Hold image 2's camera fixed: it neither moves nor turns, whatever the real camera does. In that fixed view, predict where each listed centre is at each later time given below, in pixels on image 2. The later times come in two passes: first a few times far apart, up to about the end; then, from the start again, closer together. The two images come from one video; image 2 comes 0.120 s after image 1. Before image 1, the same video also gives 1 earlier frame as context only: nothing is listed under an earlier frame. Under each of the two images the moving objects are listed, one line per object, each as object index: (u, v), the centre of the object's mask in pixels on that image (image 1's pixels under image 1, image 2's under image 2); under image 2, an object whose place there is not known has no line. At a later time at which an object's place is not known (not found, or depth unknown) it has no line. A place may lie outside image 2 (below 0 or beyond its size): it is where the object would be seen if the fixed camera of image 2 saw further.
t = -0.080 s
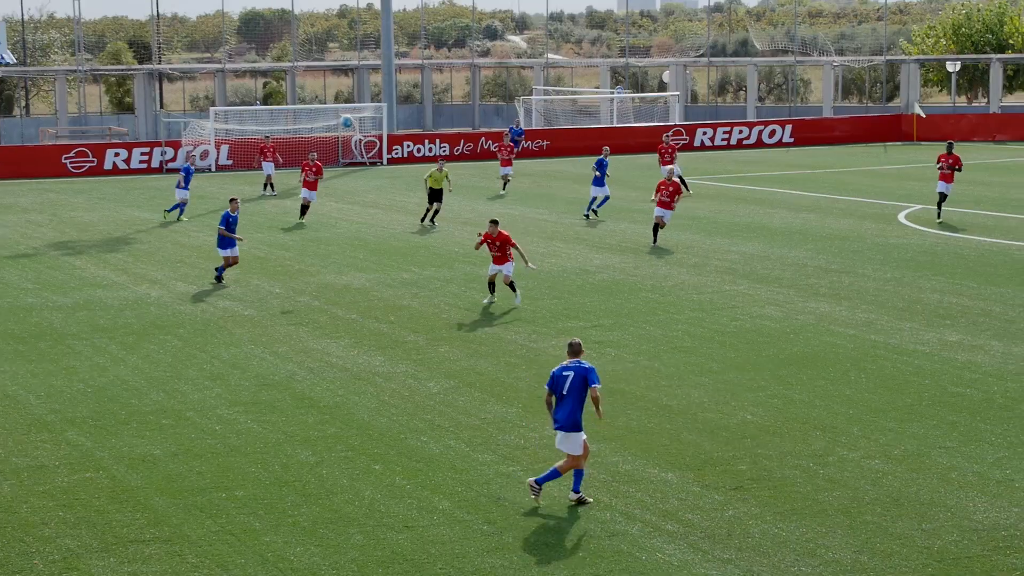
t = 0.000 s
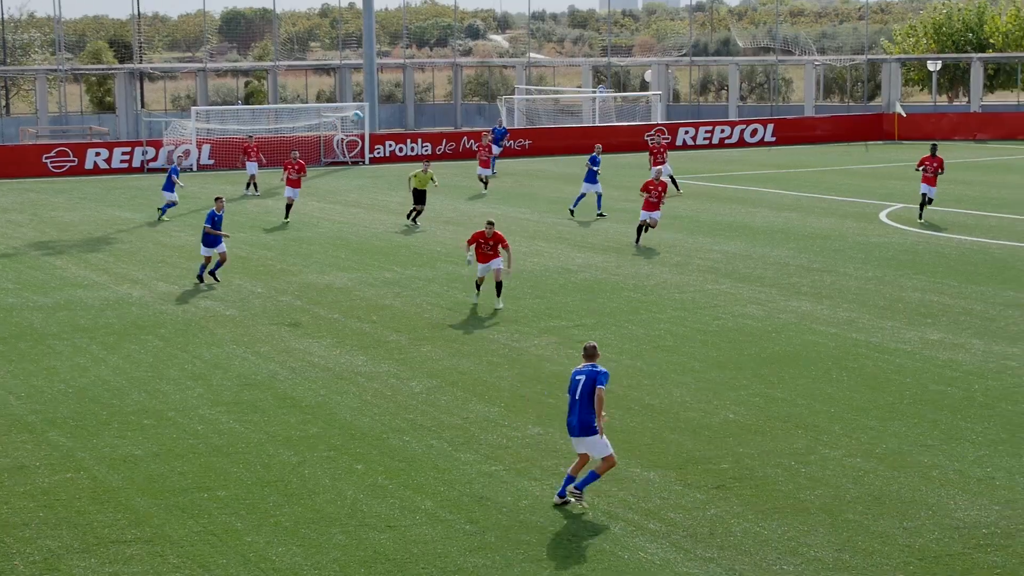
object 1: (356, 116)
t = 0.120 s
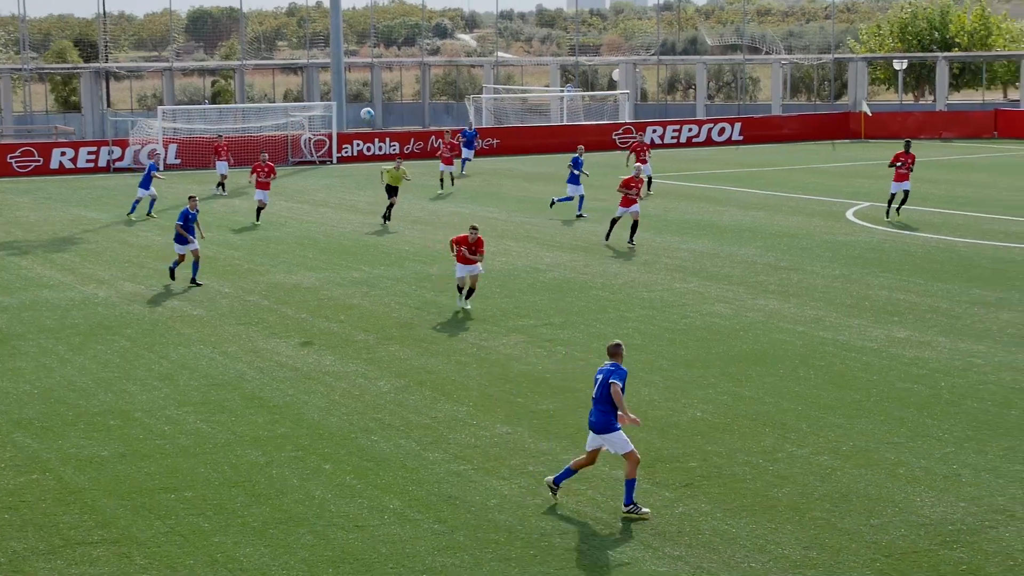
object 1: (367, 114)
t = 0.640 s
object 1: (599, 179)
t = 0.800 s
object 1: (688, 230)
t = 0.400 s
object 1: (482, 133)
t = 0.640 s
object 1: (599, 179)
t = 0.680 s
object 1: (620, 190)
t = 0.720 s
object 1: (642, 202)
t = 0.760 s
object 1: (665, 216)
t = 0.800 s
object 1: (688, 230)
